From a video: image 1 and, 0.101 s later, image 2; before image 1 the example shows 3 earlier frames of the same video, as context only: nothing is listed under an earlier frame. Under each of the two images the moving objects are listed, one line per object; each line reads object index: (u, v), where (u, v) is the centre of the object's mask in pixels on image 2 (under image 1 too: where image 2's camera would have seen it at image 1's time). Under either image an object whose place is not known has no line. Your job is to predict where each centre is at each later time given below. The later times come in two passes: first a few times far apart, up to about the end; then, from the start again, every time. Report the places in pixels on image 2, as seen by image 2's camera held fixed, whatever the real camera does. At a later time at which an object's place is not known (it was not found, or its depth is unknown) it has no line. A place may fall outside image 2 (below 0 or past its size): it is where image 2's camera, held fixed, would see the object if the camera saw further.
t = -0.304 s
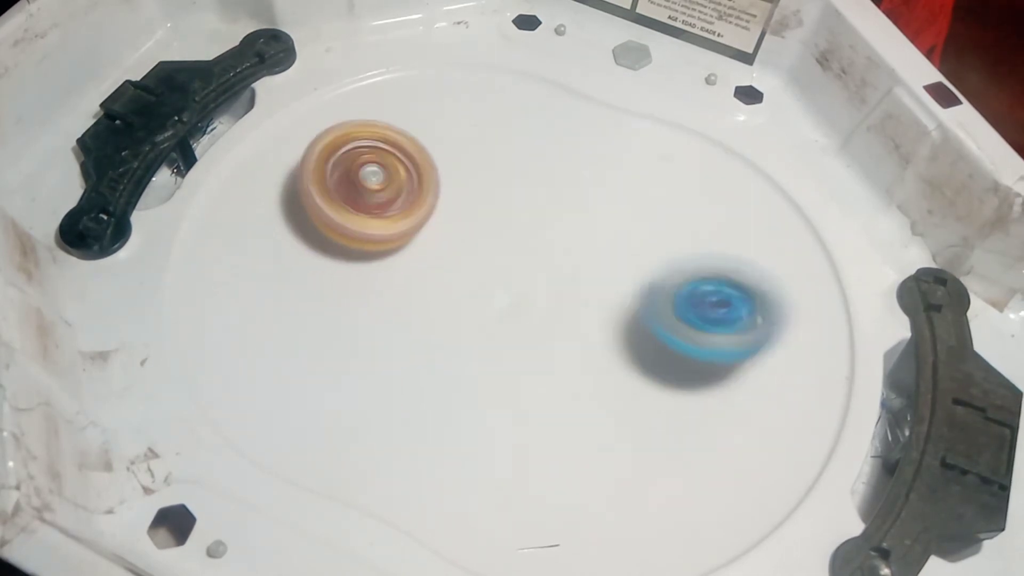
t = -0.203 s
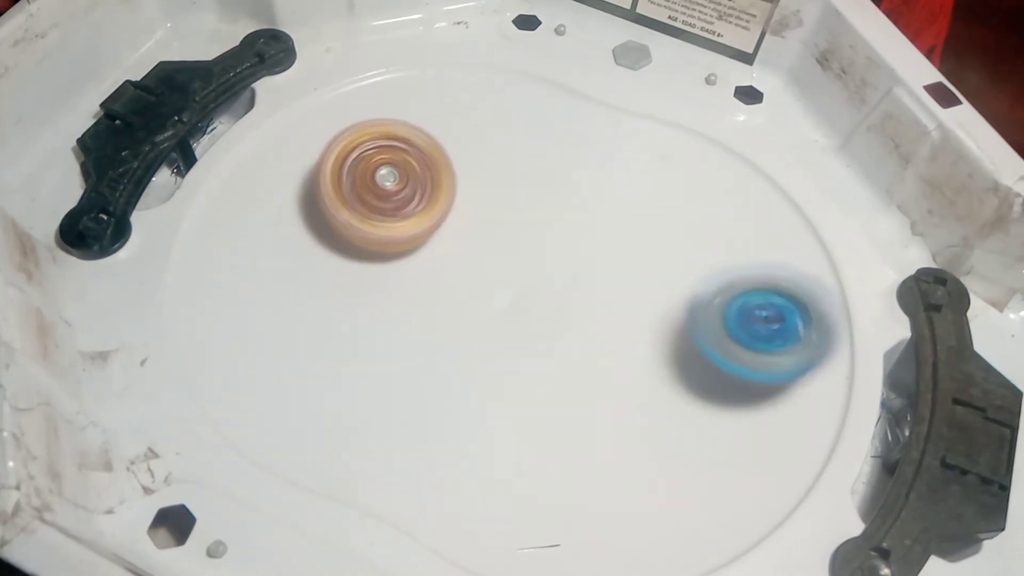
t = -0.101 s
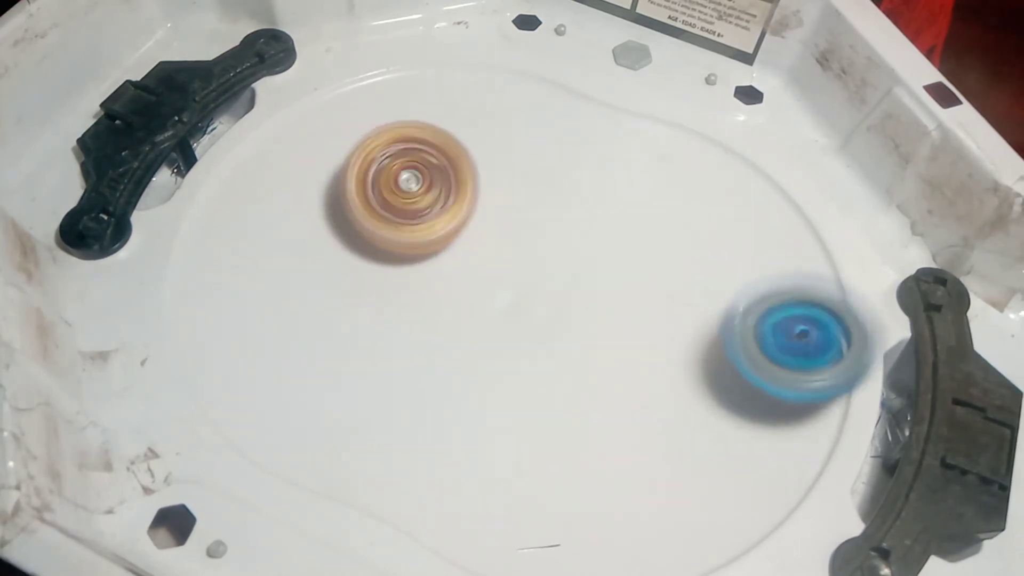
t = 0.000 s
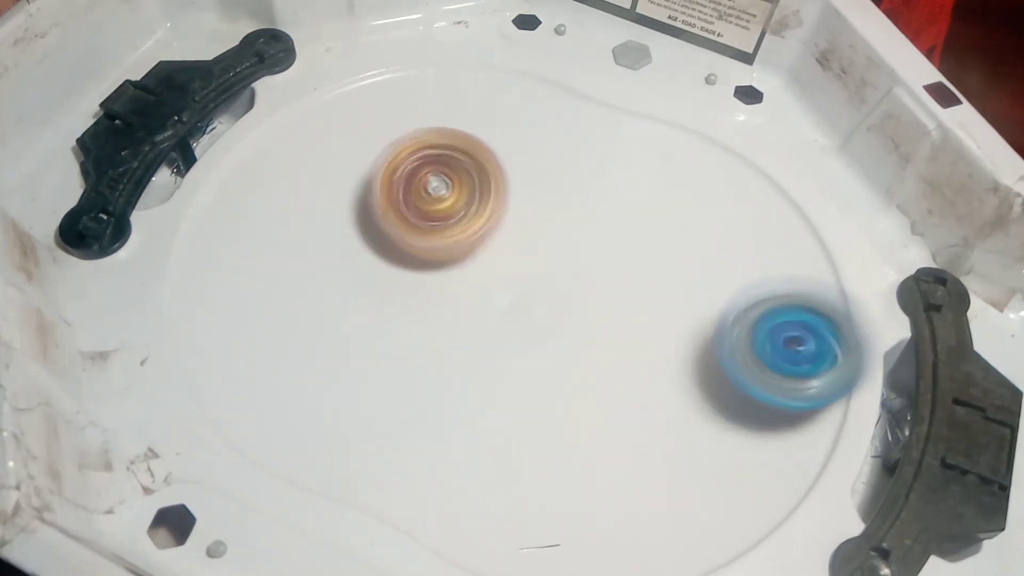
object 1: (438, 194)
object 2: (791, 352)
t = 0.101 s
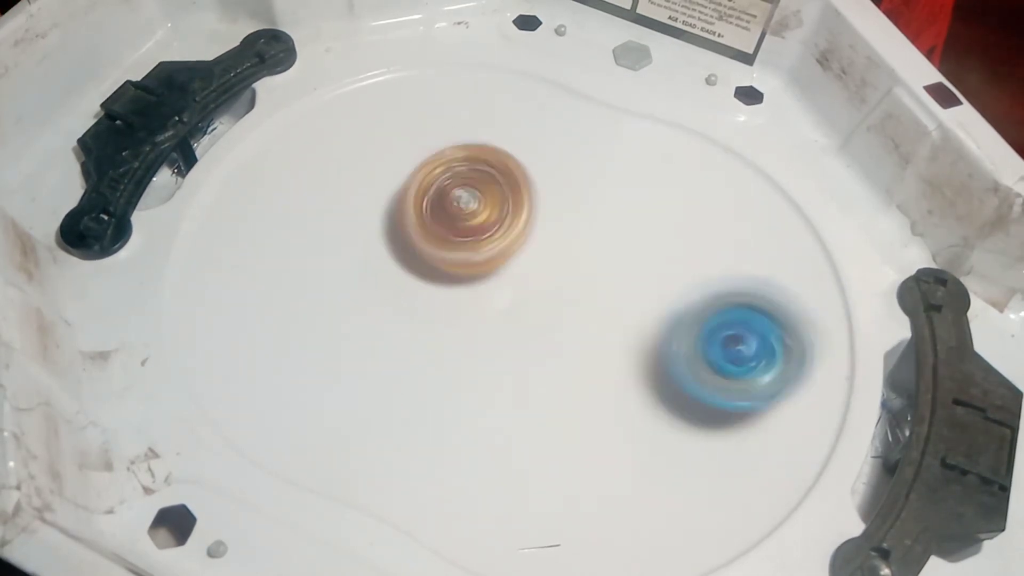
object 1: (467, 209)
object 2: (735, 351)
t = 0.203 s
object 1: (491, 233)
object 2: (667, 332)
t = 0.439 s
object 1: (454, 280)
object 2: (709, 344)
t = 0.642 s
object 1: (425, 282)
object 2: (675, 381)
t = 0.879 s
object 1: (428, 260)
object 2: (551, 335)
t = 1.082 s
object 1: (446, 229)
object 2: (524, 337)
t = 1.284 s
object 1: (481, 204)
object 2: (516, 381)
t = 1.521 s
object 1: (511, 226)
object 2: (522, 430)
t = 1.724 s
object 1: (492, 270)
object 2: (564, 394)
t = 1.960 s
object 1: (468, 273)
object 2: (653, 386)
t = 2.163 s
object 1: (478, 264)
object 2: (677, 328)
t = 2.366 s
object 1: (500, 254)
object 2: (643, 261)
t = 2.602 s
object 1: (475, 277)
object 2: (678, 191)
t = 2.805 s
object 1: (479, 280)
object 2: (666, 173)
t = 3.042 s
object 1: (484, 273)
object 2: (609, 215)
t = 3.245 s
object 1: (483, 287)
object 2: (641, 246)
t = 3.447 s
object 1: (489, 288)
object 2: (628, 299)
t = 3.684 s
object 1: (494, 285)
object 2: (673, 335)
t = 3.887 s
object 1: (515, 270)
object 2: (651, 344)
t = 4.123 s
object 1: (502, 255)
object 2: (638, 366)
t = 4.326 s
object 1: (491, 228)
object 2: (635, 376)
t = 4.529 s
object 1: (497, 236)
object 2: (580, 349)
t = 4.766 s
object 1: (489, 252)
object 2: (543, 378)
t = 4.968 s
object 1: (479, 252)
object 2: (499, 379)
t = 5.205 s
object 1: (484, 252)
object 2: (528, 398)
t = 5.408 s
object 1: (495, 231)
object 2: (537, 367)
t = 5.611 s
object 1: (479, 250)
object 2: (533, 363)
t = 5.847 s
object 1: (482, 245)
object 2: (481, 370)
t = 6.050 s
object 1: (493, 257)
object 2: (454, 371)
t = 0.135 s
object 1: (477, 216)
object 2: (713, 345)
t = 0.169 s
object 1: (484, 223)
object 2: (690, 338)
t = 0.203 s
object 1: (491, 233)
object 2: (667, 332)
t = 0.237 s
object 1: (498, 246)
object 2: (645, 325)
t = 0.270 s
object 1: (500, 257)
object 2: (628, 313)
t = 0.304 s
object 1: (487, 259)
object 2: (646, 319)
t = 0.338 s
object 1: (477, 262)
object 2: (673, 326)
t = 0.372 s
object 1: (466, 269)
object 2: (693, 330)
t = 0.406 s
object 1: (460, 274)
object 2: (702, 336)
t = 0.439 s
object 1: (454, 280)
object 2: (709, 344)
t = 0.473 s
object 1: (448, 284)
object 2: (714, 353)
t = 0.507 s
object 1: (441, 285)
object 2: (717, 362)
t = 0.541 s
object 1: (436, 286)
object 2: (712, 371)
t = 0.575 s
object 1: (431, 285)
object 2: (704, 377)
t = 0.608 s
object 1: (428, 284)
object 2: (689, 381)
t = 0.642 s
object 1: (425, 282)
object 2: (675, 381)
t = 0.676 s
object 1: (422, 280)
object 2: (657, 379)
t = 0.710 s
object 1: (422, 277)
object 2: (640, 374)
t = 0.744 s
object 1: (421, 275)
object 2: (621, 369)
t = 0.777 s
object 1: (423, 271)
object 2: (604, 362)
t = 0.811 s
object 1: (423, 267)
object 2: (587, 354)
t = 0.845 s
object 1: (426, 263)
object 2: (569, 346)
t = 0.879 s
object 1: (428, 260)
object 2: (551, 335)
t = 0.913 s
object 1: (430, 255)
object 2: (540, 327)
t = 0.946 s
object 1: (429, 248)
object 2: (538, 327)
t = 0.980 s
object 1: (430, 241)
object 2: (534, 333)
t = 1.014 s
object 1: (435, 236)
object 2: (532, 335)
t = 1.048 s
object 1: (441, 233)
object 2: (528, 338)
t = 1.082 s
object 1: (446, 229)
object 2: (524, 337)
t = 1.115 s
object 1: (453, 227)
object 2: (520, 337)
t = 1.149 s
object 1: (459, 222)
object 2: (515, 334)
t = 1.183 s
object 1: (465, 221)
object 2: (512, 334)
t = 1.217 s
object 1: (470, 214)
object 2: (512, 350)
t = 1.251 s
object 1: (476, 207)
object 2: (514, 369)
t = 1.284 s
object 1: (481, 204)
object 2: (516, 381)
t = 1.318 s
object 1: (488, 207)
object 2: (516, 393)
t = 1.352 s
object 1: (492, 207)
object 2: (517, 404)
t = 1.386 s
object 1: (498, 209)
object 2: (517, 415)
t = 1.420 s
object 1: (501, 212)
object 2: (519, 425)
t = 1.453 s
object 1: (506, 215)
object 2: (520, 433)
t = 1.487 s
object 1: (507, 220)
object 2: (521, 434)
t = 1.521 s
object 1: (511, 226)
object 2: (522, 430)
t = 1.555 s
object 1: (511, 234)
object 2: (524, 426)
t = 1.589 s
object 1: (510, 244)
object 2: (527, 421)
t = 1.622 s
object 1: (507, 255)
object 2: (532, 410)
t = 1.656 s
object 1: (504, 263)
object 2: (536, 398)
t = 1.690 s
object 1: (498, 272)
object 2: (542, 390)
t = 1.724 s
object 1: (492, 270)
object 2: (564, 394)
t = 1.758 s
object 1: (488, 267)
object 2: (578, 399)
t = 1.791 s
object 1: (484, 267)
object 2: (594, 402)
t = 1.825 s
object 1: (479, 271)
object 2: (605, 403)
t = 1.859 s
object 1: (471, 273)
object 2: (620, 401)
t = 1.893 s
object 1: (468, 274)
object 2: (631, 397)
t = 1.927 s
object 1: (467, 274)
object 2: (643, 393)
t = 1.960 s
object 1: (468, 273)
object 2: (653, 386)
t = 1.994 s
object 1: (471, 274)
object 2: (662, 378)
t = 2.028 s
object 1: (473, 273)
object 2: (668, 370)
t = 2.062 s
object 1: (476, 274)
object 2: (674, 358)
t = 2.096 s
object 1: (475, 269)
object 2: (676, 350)
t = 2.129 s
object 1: (477, 267)
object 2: (679, 339)
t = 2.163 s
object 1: (478, 264)
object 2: (677, 328)
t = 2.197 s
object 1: (482, 260)
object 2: (675, 317)
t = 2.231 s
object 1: (485, 259)
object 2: (670, 305)
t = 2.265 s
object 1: (488, 255)
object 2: (664, 293)
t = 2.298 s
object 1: (494, 254)
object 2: (657, 284)
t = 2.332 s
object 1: (496, 255)
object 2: (650, 272)
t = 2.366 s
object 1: (500, 254)
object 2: (643, 261)
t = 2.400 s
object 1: (496, 257)
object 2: (641, 249)
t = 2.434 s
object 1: (497, 257)
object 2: (639, 238)
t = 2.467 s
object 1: (490, 263)
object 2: (647, 229)
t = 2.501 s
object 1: (485, 266)
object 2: (659, 216)
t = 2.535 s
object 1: (483, 271)
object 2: (667, 206)
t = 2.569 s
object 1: (478, 275)
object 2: (673, 198)
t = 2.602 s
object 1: (475, 277)
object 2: (678, 191)
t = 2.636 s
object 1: (473, 279)
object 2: (679, 186)
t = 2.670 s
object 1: (470, 279)
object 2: (680, 178)
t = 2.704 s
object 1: (473, 279)
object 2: (679, 173)
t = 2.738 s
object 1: (474, 278)
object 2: (678, 172)
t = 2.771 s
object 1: (476, 278)
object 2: (672, 172)
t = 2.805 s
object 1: (479, 280)
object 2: (666, 173)
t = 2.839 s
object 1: (479, 279)
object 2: (655, 179)
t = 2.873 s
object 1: (483, 280)
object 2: (643, 188)
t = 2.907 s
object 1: (482, 276)
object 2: (633, 194)
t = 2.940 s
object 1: (484, 273)
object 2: (624, 200)
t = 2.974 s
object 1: (487, 274)
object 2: (614, 209)
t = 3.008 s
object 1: (485, 274)
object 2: (611, 214)
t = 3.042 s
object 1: (484, 273)
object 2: (609, 215)
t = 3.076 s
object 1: (478, 276)
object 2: (614, 215)
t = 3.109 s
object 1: (478, 278)
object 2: (619, 216)
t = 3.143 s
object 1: (481, 284)
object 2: (625, 221)
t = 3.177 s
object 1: (481, 286)
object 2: (633, 229)
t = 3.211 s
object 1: (483, 286)
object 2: (639, 238)
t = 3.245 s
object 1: (483, 287)
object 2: (641, 246)
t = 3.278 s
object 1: (484, 286)
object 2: (641, 256)
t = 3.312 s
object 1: (487, 287)
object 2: (640, 266)
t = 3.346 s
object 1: (488, 288)
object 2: (637, 274)
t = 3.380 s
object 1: (491, 289)
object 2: (631, 283)
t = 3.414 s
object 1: (490, 290)
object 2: (626, 293)
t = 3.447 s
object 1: (489, 288)
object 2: (628, 299)
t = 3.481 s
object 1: (486, 286)
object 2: (636, 305)
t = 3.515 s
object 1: (483, 282)
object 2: (641, 309)
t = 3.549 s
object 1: (488, 279)
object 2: (645, 314)
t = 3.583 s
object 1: (491, 280)
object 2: (652, 320)
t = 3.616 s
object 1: (491, 281)
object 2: (660, 327)
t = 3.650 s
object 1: (493, 284)
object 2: (669, 331)
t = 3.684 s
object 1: (494, 285)
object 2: (673, 335)
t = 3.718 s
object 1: (503, 284)
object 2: (676, 339)
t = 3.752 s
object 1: (513, 285)
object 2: (676, 339)
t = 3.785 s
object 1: (514, 281)
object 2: (670, 343)
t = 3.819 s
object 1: (516, 276)
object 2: (670, 344)
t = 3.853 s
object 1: (516, 274)
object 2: (661, 342)
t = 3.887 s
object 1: (515, 270)
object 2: (651, 344)
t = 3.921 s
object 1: (515, 267)
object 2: (644, 342)
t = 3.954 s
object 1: (512, 264)
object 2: (630, 337)
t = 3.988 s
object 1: (508, 262)
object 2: (618, 339)
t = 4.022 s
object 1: (505, 258)
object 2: (628, 350)
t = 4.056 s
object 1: (506, 257)
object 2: (628, 352)
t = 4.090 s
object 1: (507, 257)
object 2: (632, 360)
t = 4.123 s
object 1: (502, 255)
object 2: (638, 366)
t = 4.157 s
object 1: (495, 248)
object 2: (641, 373)
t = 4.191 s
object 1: (494, 241)
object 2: (646, 378)
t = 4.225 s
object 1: (496, 240)
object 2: (646, 378)
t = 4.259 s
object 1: (494, 238)
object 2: (642, 380)
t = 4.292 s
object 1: (490, 232)
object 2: (642, 379)
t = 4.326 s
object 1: (491, 228)
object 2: (635, 376)
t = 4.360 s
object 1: (492, 226)
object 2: (628, 375)
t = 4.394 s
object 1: (494, 226)
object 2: (623, 370)
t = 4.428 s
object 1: (496, 230)
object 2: (613, 365)
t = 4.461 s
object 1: (492, 233)
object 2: (601, 356)
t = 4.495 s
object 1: (492, 232)
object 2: (590, 351)
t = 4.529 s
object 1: (497, 236)
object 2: (580, 349)
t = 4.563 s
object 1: (495, 242)
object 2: (573, 346)
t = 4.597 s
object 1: (493, 246)
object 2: (572, 350)
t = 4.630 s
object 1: (494, 244)
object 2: (573, 352)
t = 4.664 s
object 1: (494, 246)
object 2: (566, 358)
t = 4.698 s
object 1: (493, 249)
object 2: (559, 365)
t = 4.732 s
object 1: (491, 251)
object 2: (552, 370)
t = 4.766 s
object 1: (489, 252)
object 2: (543, 378)
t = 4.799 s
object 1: (485, 252)
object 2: (536, 383)
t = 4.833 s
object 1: (484, 250)
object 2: (530, 385)
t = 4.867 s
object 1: (487, 250)
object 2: (519, 387)
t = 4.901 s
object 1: (484, 252)
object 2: (514, 387)
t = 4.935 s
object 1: (481, 252)
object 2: (506, 381)
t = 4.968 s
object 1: (479, 252)
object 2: (499, 379)
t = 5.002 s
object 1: (477, 251)
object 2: (498, 373)
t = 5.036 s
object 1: (472, 249)
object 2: (493, 369)
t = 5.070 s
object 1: (470, 246)
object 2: (507, 381)
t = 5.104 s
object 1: (475, 240)
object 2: (514, 393)
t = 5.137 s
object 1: (480, 240)
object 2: (518, 396)
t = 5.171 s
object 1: (484, 245)
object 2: (525, 398)
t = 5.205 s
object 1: (484, 252)
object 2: (528, 398)
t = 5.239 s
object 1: (482, 253)
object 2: (525, 395)
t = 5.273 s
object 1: (477, 246)
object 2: (523, 386)
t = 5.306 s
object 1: (480, 241)
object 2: (524, 377)
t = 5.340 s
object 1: (488, 237)
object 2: (524, 363)
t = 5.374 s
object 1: (493, 234)
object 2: (530, 363)
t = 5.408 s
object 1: (495, 231)
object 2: (537, 367)
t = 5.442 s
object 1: (496, 232)
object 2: (539, 372)
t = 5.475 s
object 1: (496, 234)
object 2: (541, 374)
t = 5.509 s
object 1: (493, 240)
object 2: (542, 373)
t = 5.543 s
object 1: (486, 246)
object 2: (540, 370)
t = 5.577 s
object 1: (480, 249)
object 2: (537, 367)
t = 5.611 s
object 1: (479, 250)
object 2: (533, 363)
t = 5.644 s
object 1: (480, 250)
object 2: (527, 357)
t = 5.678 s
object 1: (476, 250)
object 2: (521, 354)
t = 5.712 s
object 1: (475, 248)
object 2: (515, 352)
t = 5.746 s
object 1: (475, 247)
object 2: (509, 352)
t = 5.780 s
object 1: (476, 246)
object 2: (500, 358)
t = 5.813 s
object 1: (480, 244)
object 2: (491, 366)
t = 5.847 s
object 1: (482, 245)
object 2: (481, 370)
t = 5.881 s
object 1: (484, 245)
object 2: (473, 372)
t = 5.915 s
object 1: (486, 246)
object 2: (465, 373)
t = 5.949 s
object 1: (492, 250)
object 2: (460, 373)
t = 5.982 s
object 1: (495, 253)
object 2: (457, 372)
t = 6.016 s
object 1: (494, 255)
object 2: (454, 372)
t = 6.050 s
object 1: (493, 257)
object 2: (454, 371)
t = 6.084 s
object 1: (487, 255)
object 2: (455, 371)
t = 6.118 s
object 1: (478, 252)
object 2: (457, 370)
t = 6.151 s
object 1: (471, 249)
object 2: (459, 370)
